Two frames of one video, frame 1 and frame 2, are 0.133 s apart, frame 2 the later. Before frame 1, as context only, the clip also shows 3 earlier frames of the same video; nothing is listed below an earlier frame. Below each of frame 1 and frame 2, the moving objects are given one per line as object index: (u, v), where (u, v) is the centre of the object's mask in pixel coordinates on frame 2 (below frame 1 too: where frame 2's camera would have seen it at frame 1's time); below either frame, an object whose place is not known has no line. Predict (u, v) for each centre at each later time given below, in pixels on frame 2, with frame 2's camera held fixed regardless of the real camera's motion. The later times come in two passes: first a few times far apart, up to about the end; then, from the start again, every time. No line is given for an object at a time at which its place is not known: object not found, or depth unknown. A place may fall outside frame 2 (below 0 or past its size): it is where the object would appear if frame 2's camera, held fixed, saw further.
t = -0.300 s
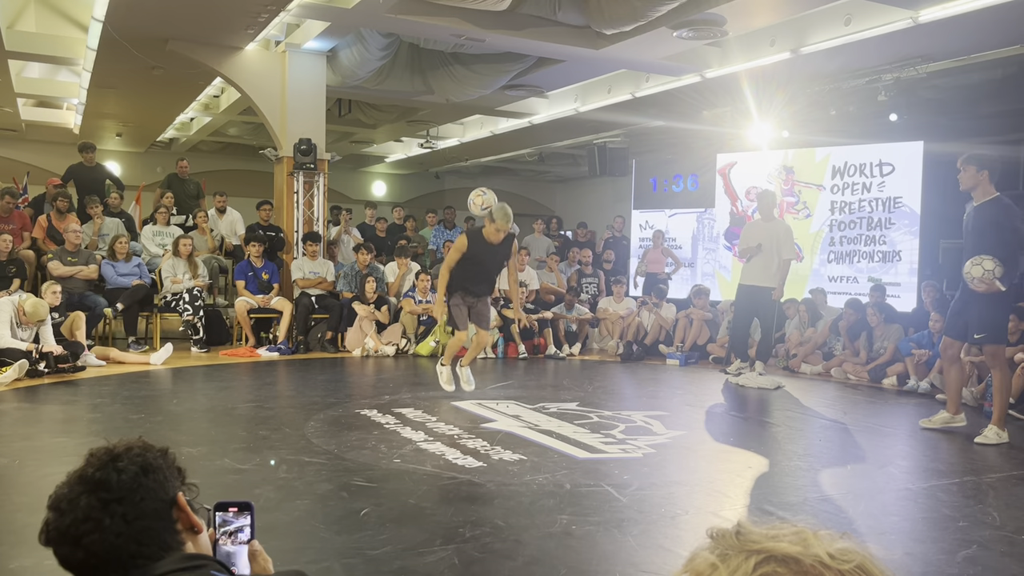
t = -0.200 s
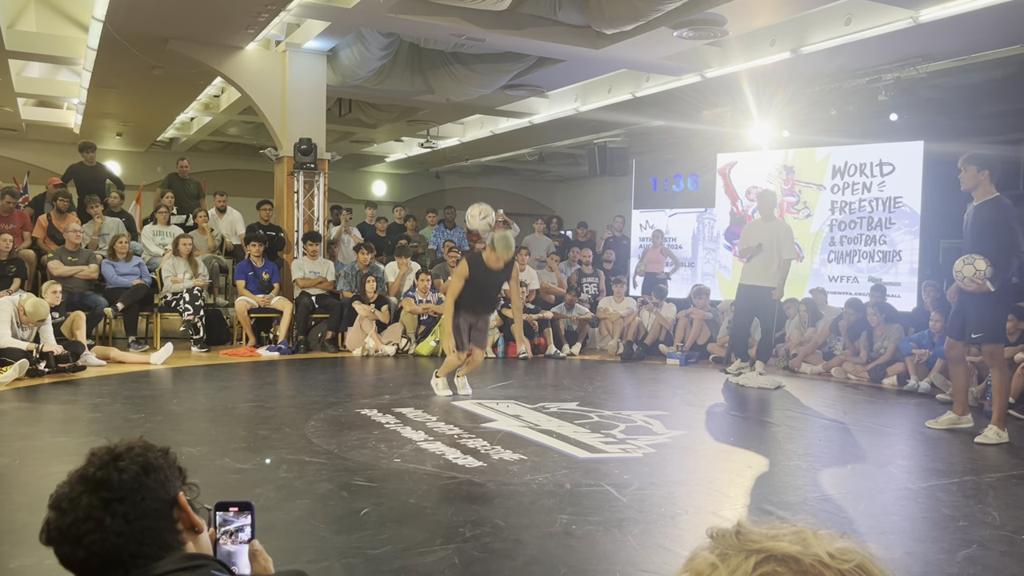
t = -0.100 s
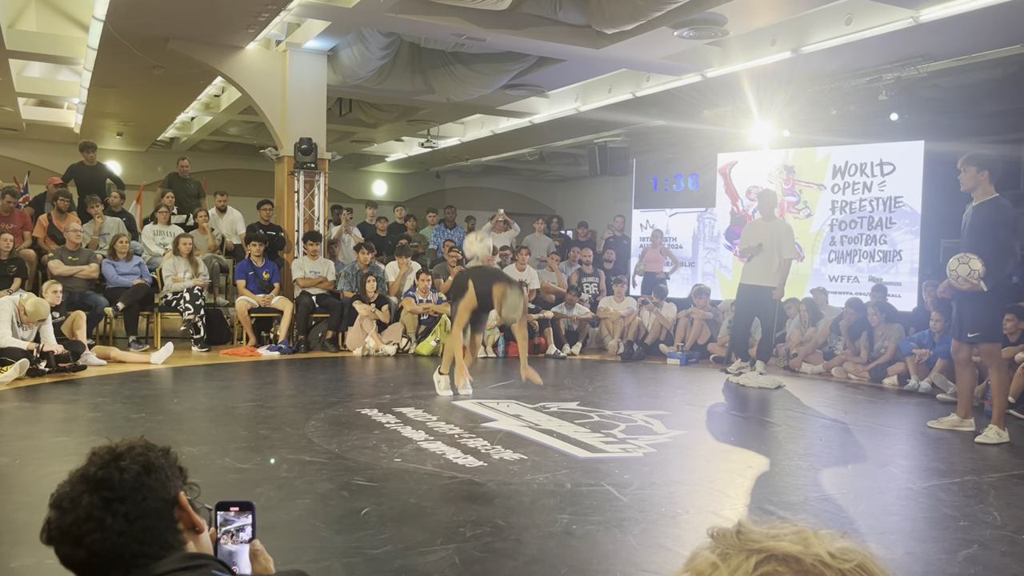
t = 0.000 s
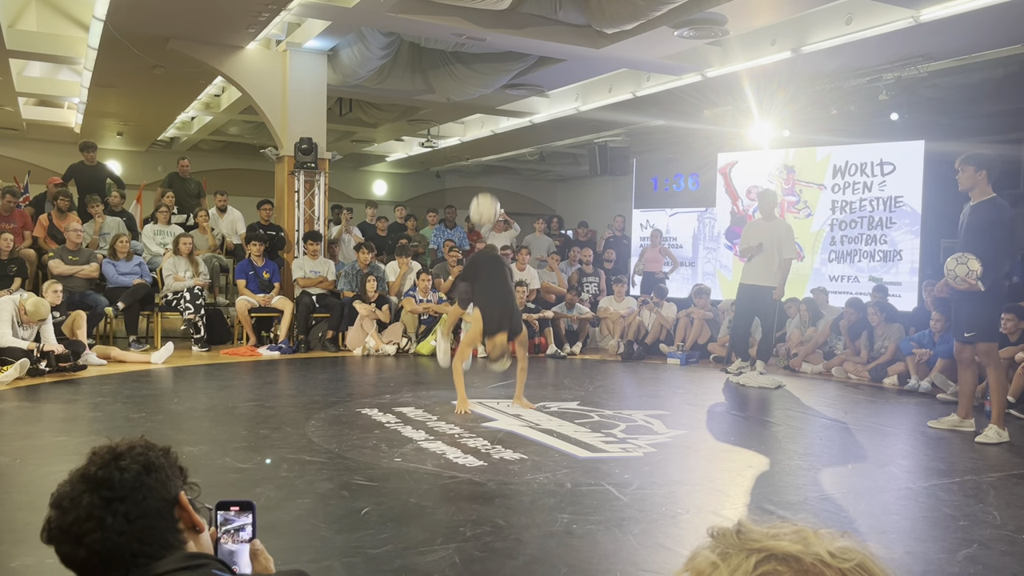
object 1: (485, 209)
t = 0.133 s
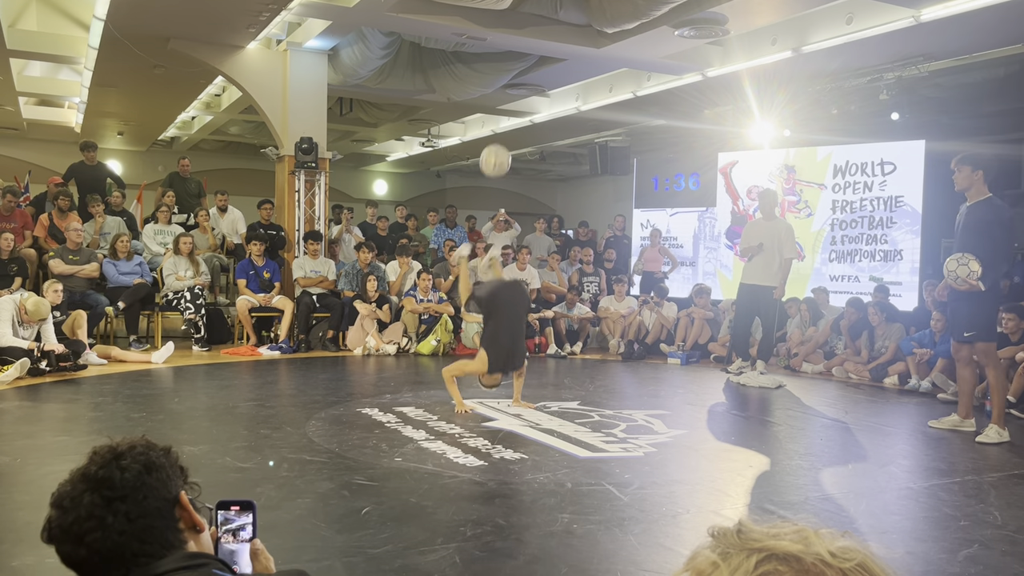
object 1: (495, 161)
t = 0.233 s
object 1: (503, 139)
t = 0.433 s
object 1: (518, 136)
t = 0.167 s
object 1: (498, 152)
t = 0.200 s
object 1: (500, 145)
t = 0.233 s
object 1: (503, 139)
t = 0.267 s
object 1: (505, 135)
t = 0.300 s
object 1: (508, 132)
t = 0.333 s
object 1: (510, 130)
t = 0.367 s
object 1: (513, 131)
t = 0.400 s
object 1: (515, 133)
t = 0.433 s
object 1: (518, 136)
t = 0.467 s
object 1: (520, 142)
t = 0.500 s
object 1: (522, 149)
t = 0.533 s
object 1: (525, 158)
